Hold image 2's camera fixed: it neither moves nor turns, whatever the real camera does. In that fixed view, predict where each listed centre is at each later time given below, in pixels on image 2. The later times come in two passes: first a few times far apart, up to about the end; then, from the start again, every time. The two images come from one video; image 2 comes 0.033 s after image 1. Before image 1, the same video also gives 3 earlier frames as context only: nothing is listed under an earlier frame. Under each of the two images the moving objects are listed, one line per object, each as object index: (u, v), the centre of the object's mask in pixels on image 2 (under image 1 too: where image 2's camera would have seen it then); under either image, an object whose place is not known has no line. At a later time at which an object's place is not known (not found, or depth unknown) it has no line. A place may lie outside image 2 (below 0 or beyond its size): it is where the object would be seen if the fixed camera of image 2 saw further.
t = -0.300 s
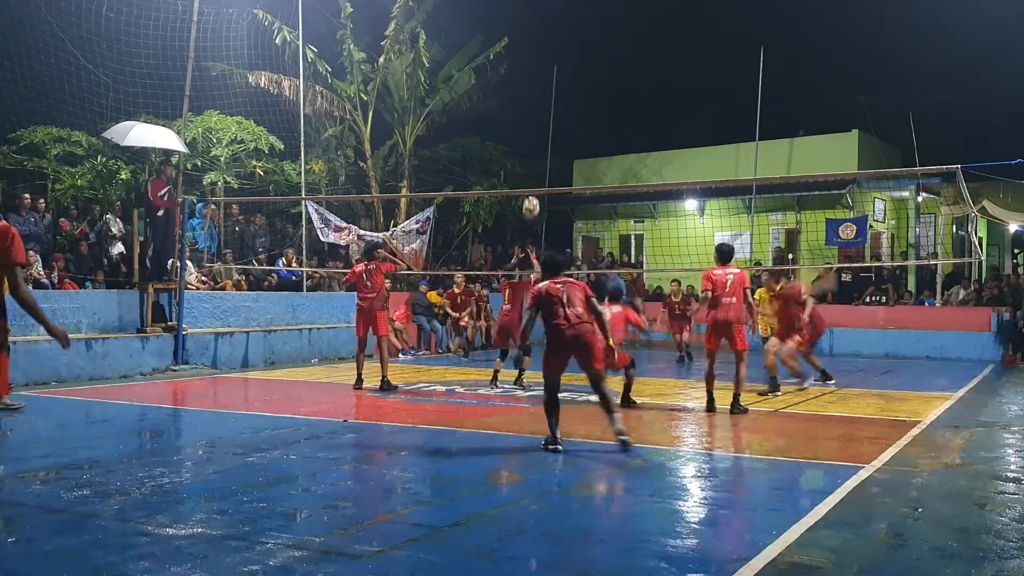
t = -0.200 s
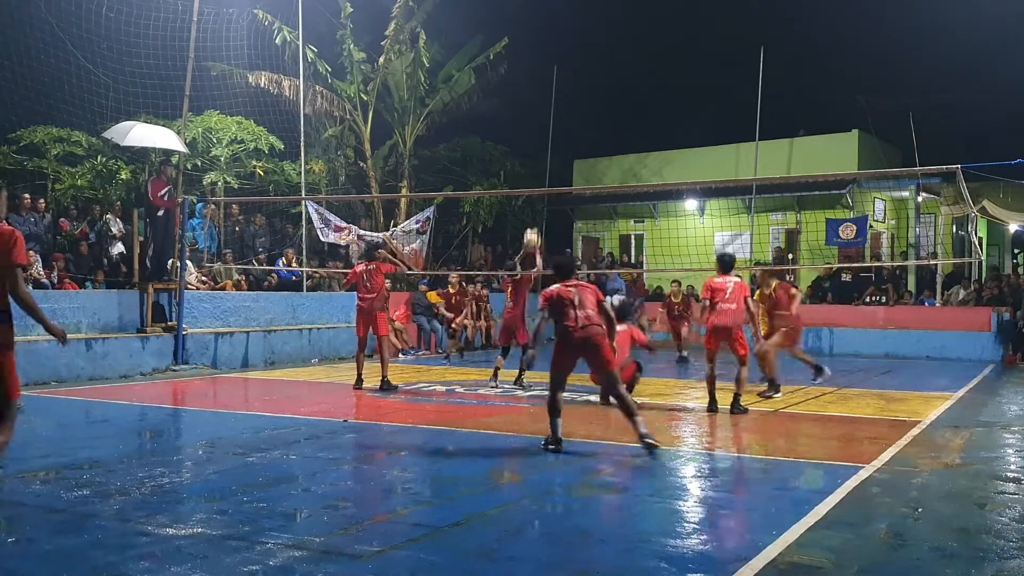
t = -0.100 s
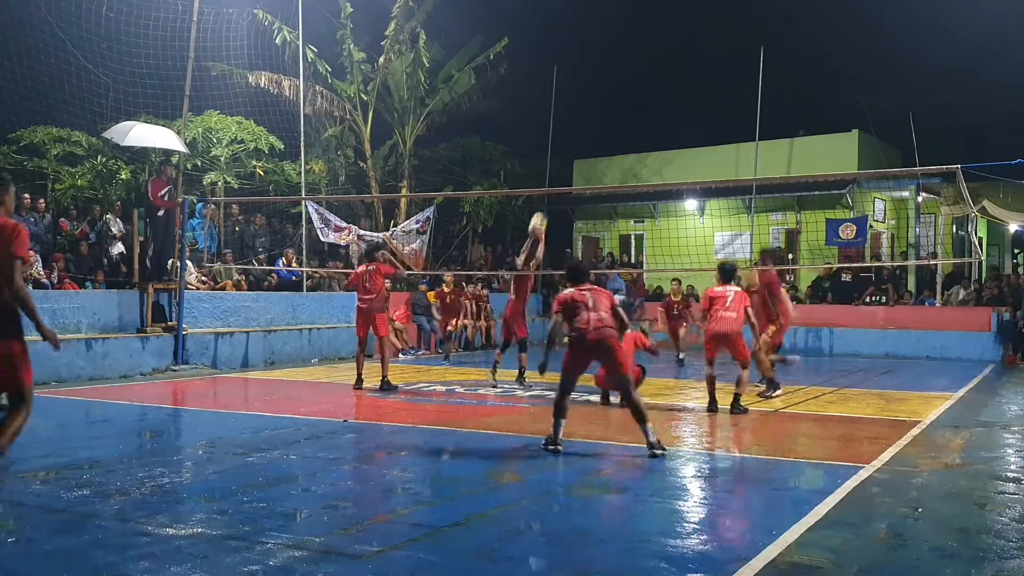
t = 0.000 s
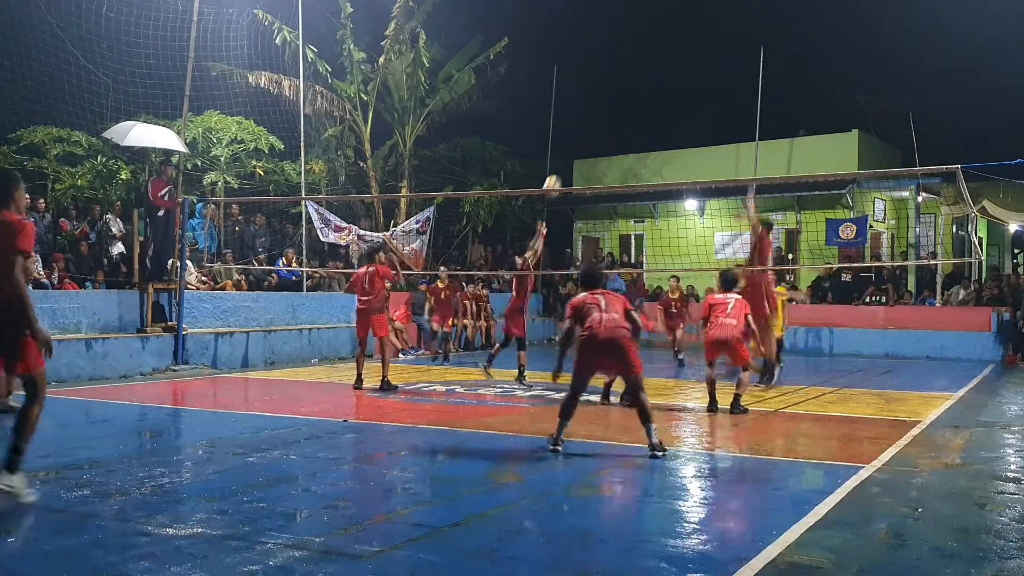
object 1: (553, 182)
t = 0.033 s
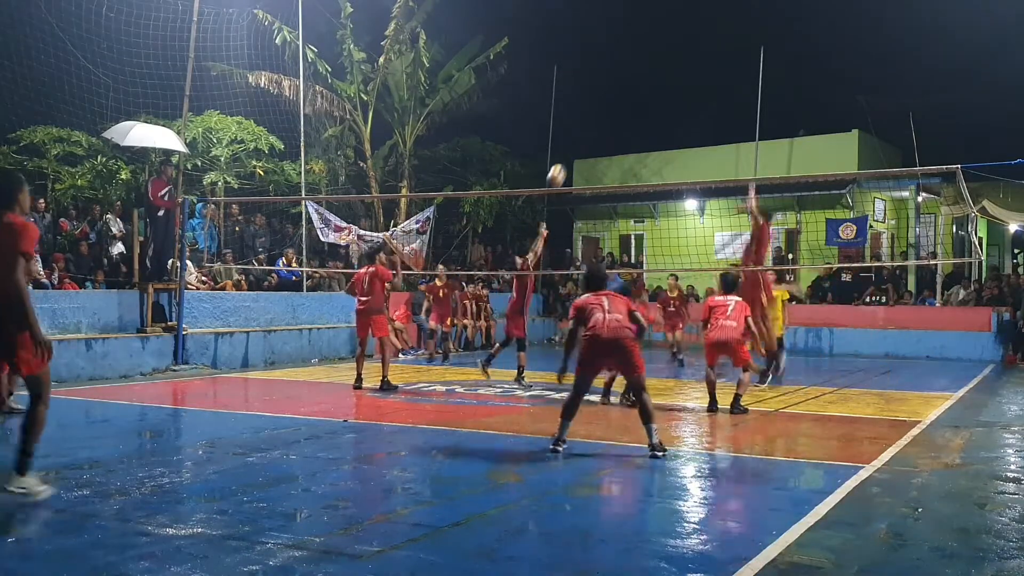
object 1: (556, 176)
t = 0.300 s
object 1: (594, 118)
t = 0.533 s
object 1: (627, 115)
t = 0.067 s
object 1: (561, 165)
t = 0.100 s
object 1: (566, 156)
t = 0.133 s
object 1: (571, 148)
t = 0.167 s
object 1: (575, 140)
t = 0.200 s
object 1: (580, 133)
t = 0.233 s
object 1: (585, 127)
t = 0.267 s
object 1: (589, 122)
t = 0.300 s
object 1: (594, 118)
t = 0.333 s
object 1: (598, 115)
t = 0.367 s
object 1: (603, 113)
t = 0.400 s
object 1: (608, 112)
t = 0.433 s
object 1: (613, 111)
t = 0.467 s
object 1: (618, 112)
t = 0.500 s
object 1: (622, 113)
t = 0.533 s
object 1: (627, 115)
